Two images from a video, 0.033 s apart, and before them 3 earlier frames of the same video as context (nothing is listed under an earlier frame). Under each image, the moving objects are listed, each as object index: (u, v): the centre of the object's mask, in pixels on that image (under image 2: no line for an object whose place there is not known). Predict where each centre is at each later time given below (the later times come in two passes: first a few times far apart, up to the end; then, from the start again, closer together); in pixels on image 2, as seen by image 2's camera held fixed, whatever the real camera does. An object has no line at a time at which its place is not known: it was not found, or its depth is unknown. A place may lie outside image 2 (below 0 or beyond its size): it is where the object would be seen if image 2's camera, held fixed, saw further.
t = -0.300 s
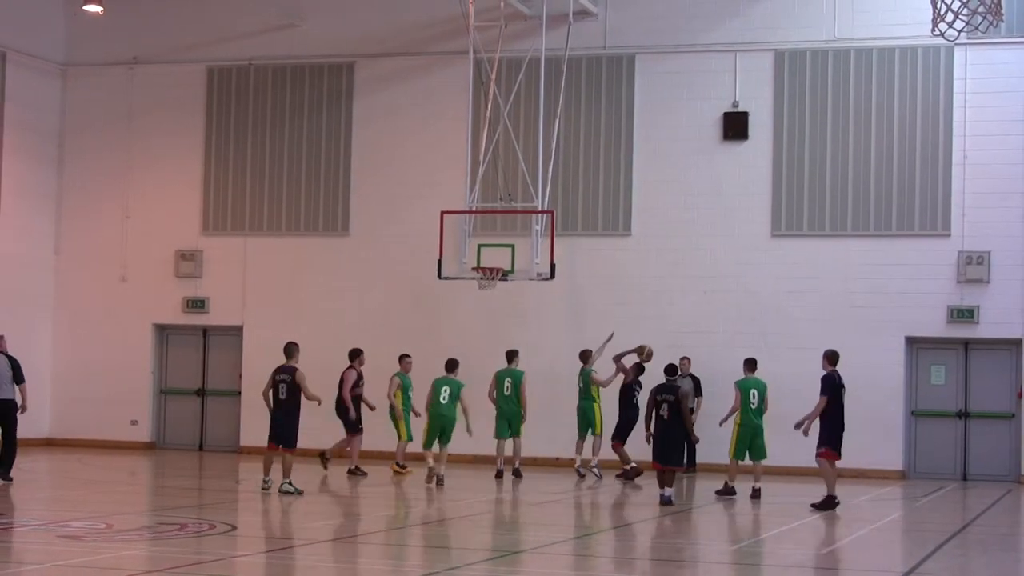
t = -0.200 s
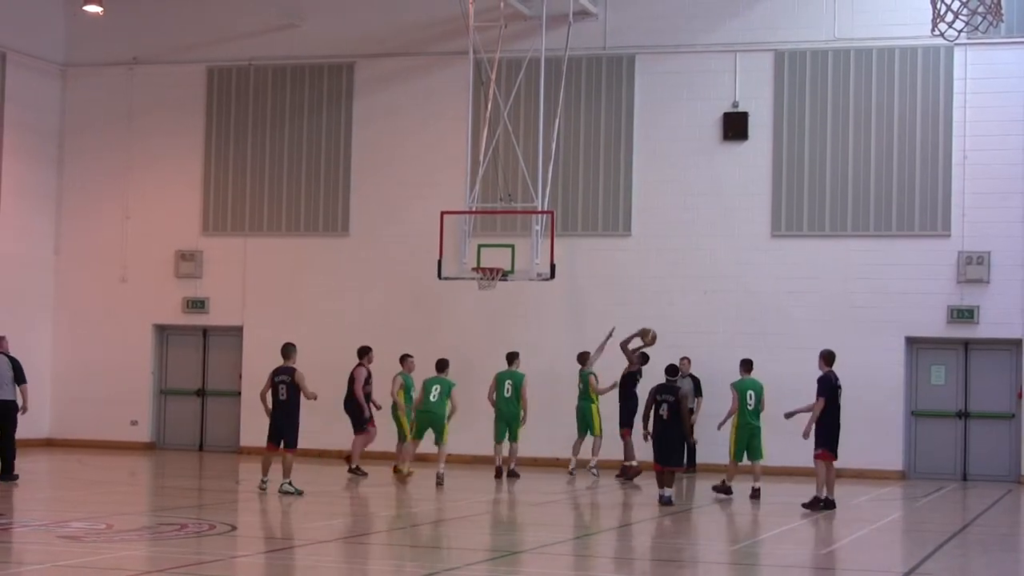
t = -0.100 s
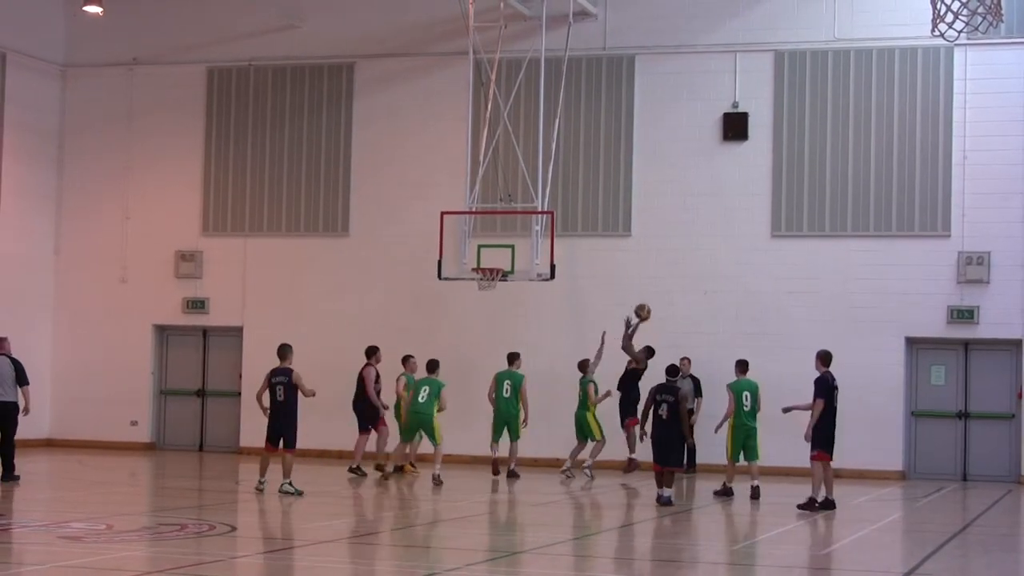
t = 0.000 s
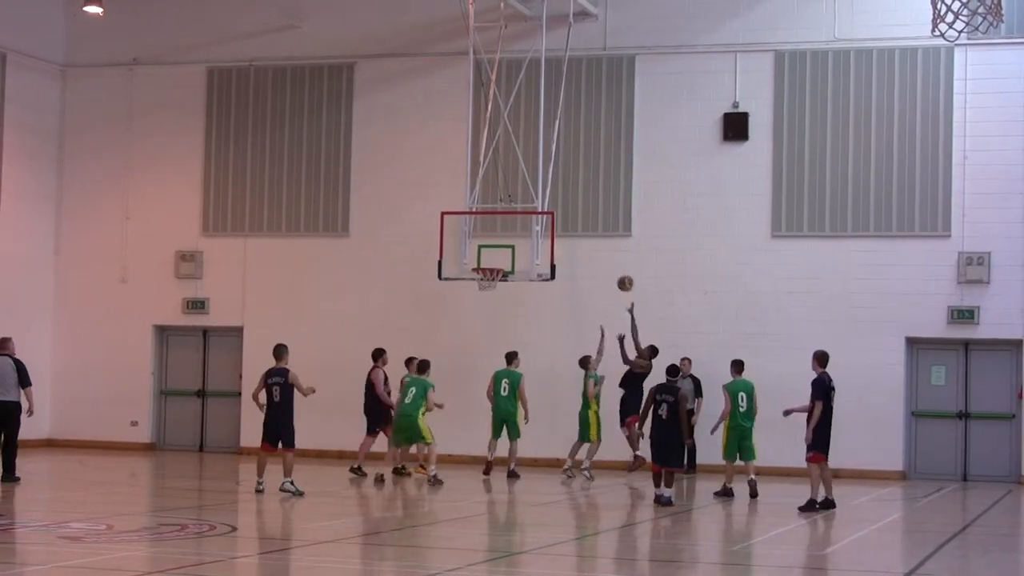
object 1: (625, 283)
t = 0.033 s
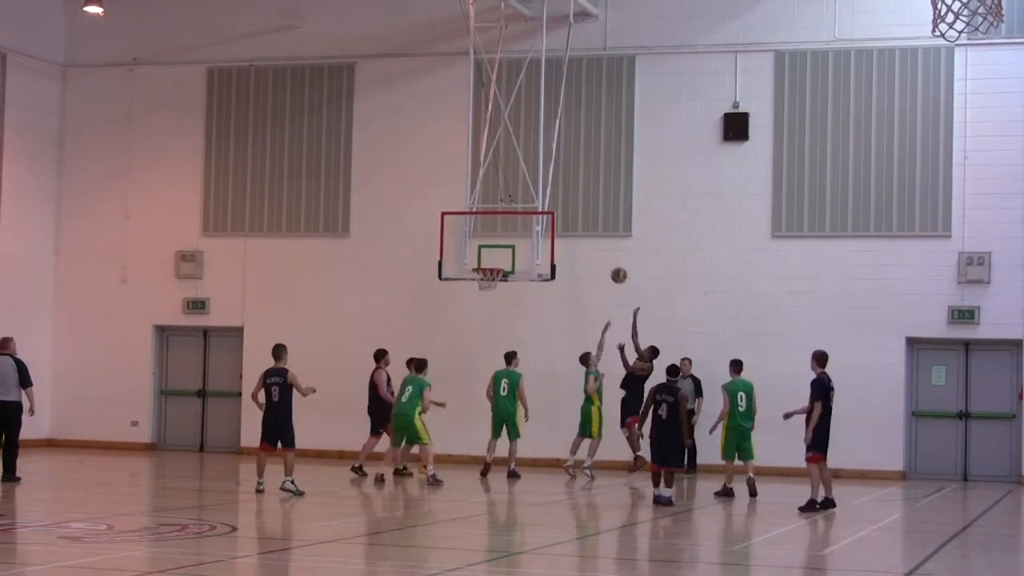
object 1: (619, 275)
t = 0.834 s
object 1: (490, 281)
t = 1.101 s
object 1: (495, 302)
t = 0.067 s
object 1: (612, 268)
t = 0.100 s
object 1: (605, 260)
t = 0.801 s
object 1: (489, 274)
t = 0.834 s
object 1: (490, 281)
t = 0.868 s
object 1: (491, 282)
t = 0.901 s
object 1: (492, 284)
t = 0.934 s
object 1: (493, 286)
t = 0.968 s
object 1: (493, 286)
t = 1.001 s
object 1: (494, 290)
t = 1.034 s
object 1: (495, 294)
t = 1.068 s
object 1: (495, 297)
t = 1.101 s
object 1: (495, 302)
